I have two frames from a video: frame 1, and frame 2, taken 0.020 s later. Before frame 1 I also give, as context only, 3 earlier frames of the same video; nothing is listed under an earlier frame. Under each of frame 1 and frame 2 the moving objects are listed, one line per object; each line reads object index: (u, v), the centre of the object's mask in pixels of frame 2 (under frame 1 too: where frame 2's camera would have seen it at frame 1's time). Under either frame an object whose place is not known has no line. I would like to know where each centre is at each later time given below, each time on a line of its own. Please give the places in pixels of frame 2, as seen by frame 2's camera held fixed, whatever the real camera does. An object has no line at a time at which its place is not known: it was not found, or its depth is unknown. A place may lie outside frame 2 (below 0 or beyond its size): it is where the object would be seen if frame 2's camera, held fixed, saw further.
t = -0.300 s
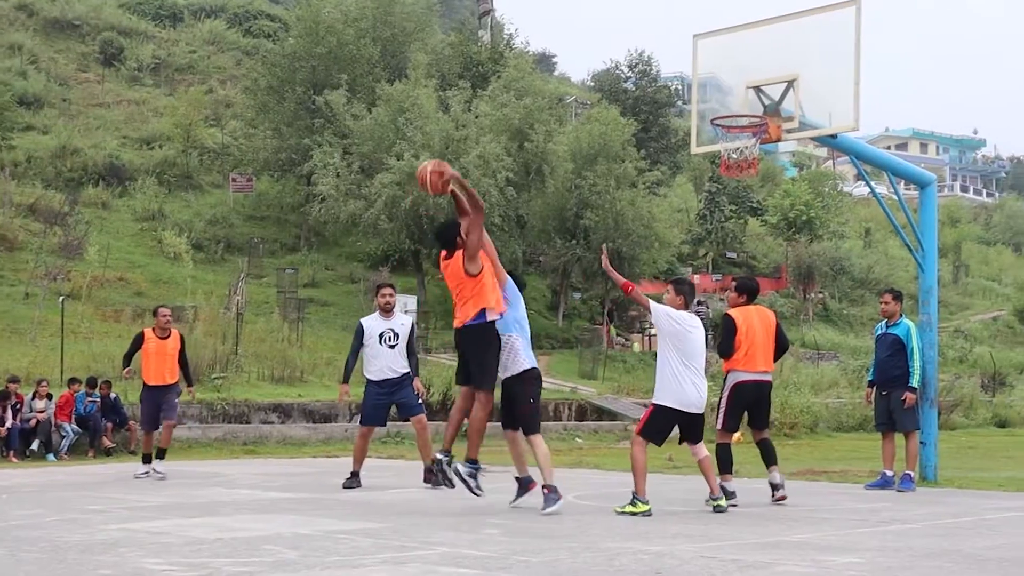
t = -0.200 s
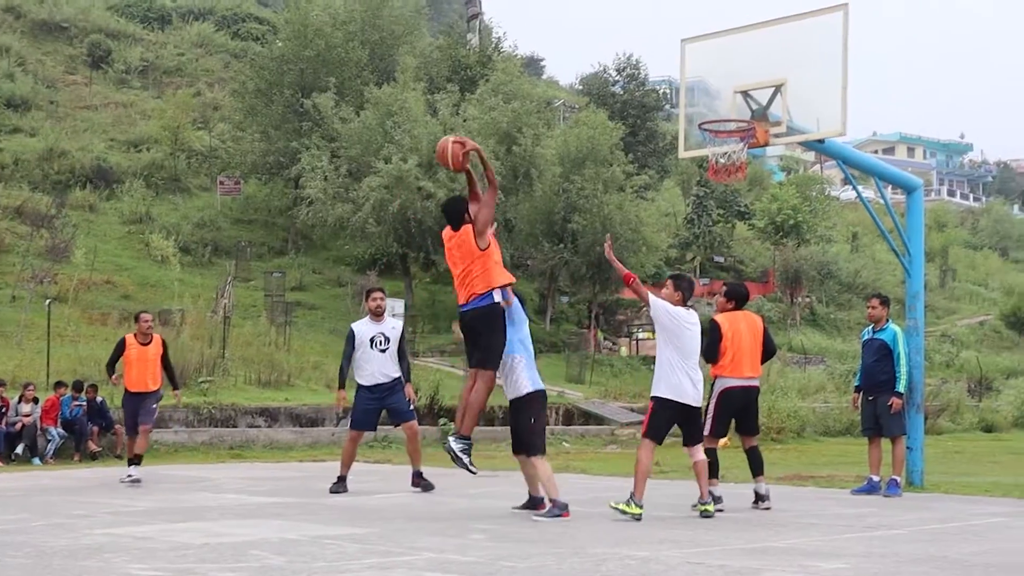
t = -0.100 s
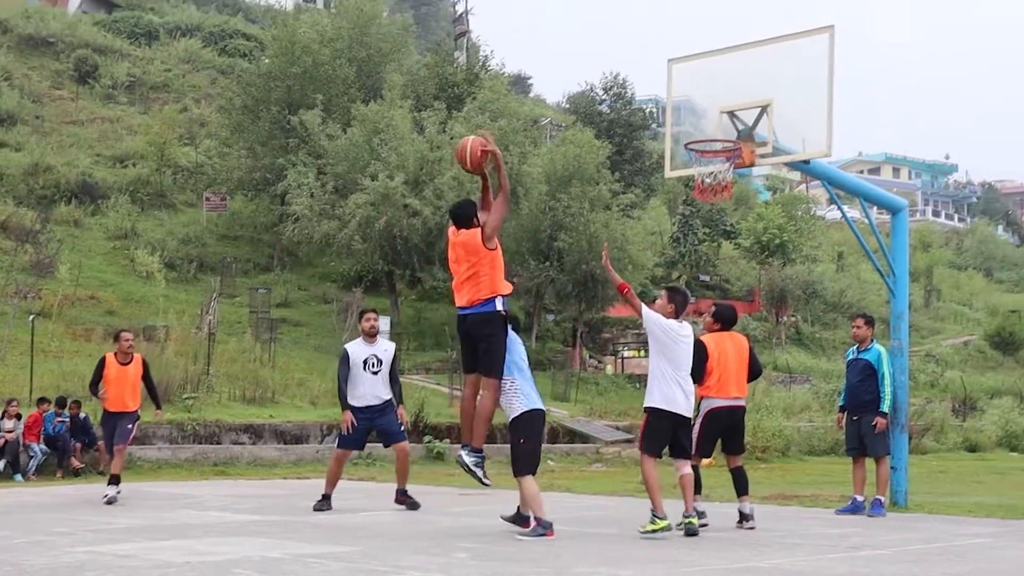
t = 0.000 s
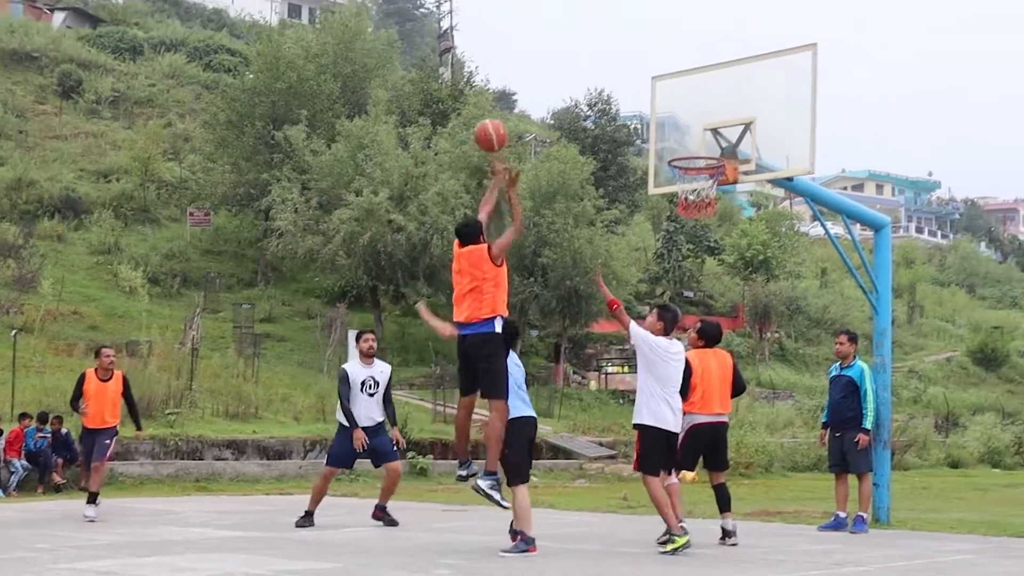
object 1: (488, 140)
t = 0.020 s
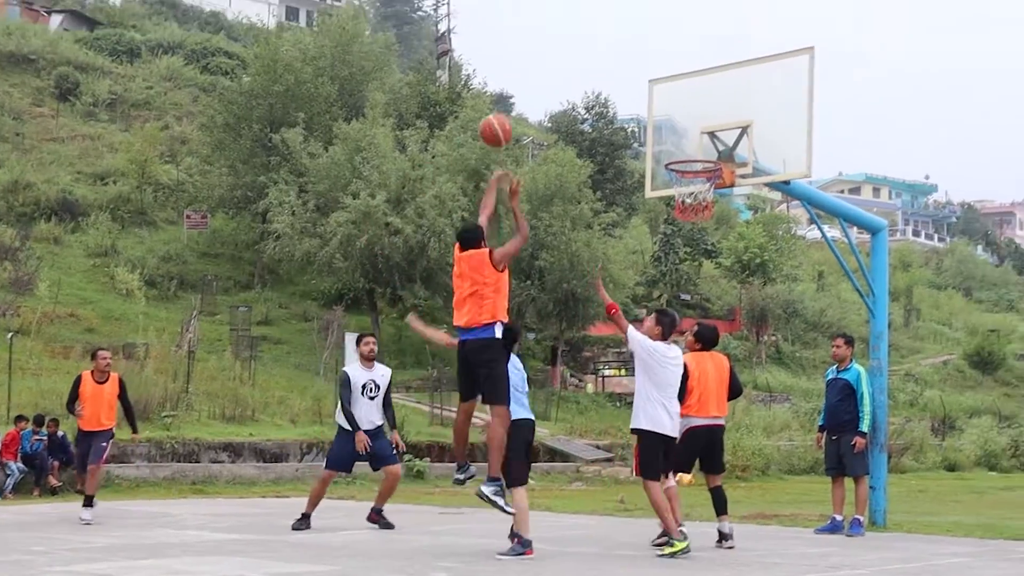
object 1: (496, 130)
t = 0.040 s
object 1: (507, 121)
